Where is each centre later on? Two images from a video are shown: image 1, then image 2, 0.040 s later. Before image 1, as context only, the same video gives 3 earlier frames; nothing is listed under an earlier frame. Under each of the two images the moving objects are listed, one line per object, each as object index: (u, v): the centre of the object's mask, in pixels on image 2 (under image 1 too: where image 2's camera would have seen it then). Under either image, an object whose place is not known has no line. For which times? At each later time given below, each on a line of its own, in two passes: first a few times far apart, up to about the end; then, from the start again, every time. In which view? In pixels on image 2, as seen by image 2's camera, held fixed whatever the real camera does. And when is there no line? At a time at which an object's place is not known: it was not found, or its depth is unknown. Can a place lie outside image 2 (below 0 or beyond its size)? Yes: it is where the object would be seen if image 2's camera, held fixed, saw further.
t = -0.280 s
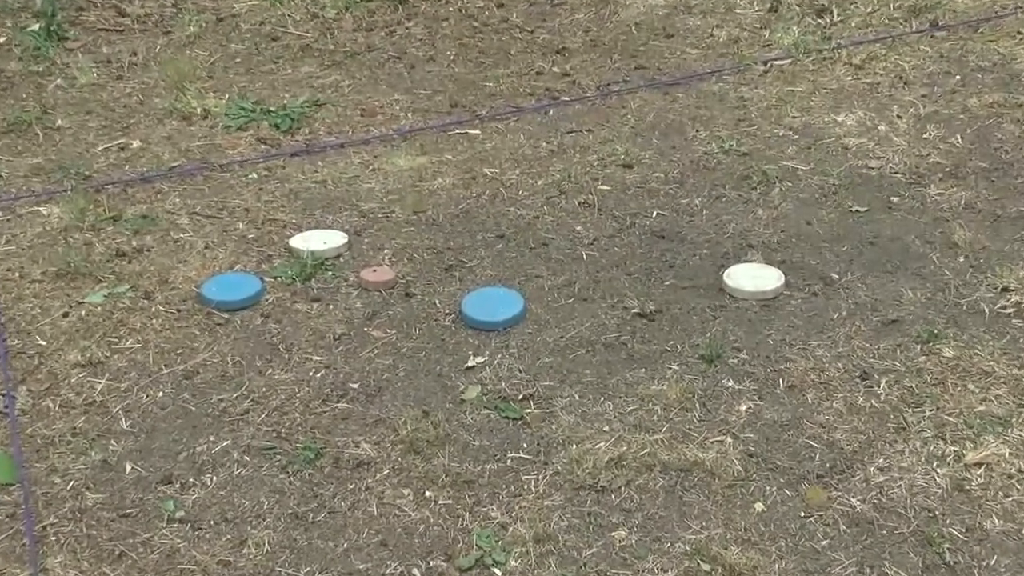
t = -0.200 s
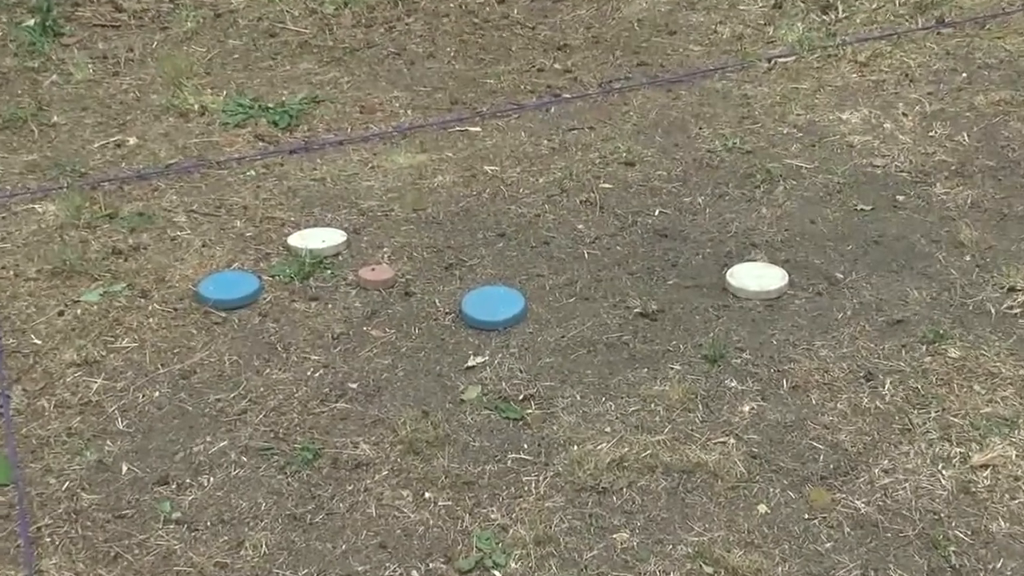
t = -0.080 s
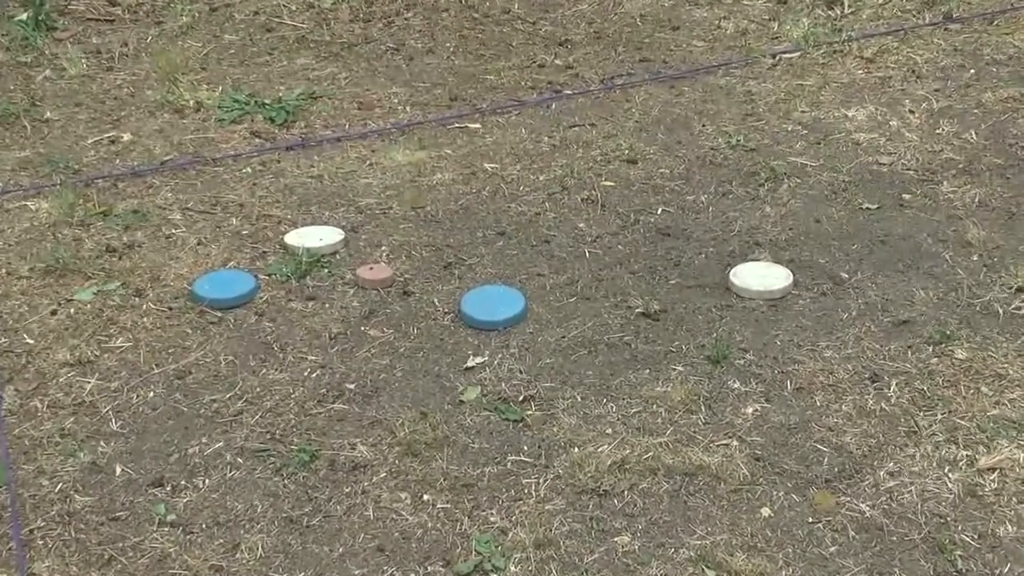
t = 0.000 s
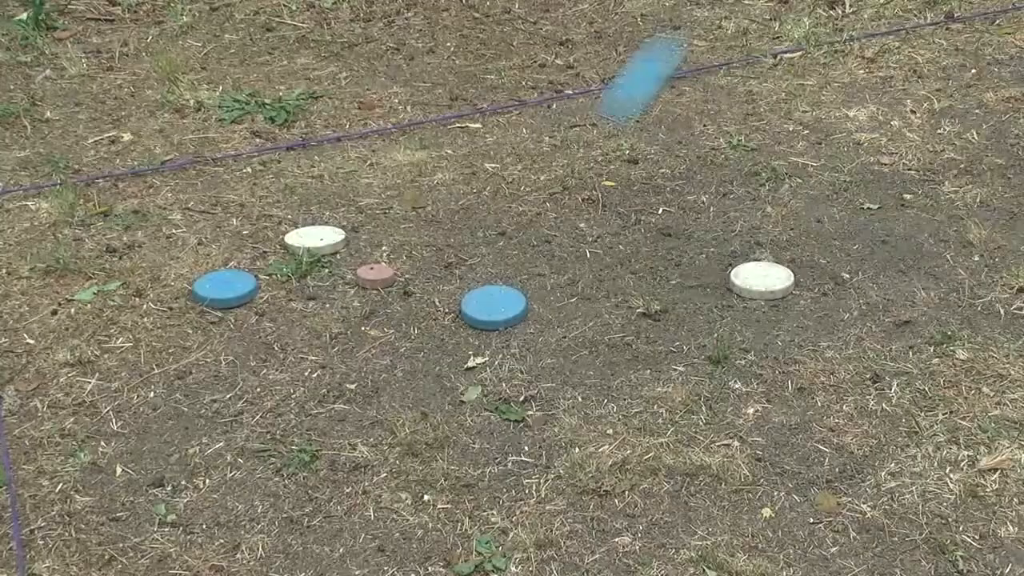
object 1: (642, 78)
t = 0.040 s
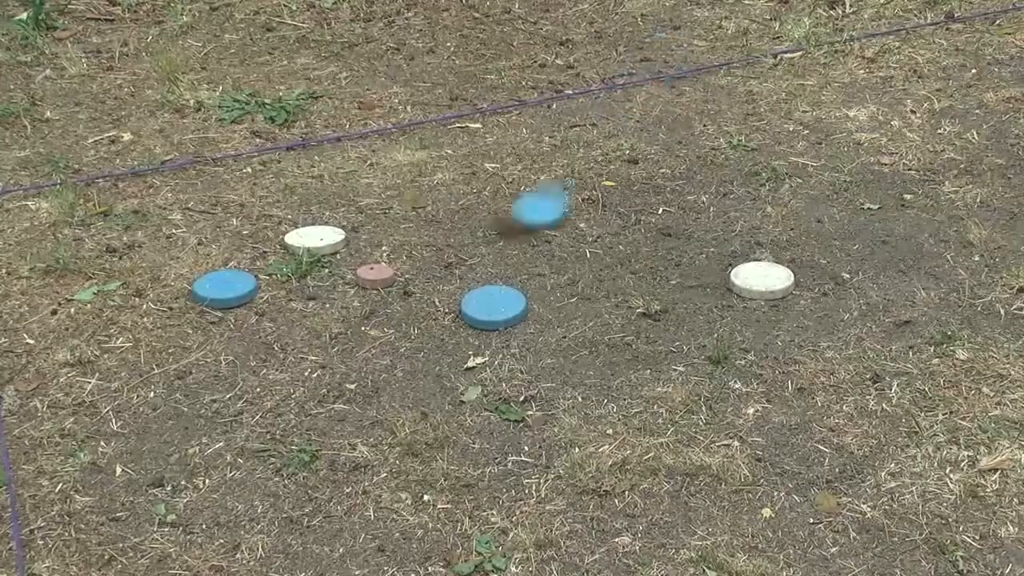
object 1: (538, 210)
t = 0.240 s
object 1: (436, 200)
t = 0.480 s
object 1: (396, 219)
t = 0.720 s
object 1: (388, 231)
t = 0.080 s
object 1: (514, 205)
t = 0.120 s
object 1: (486, 202)
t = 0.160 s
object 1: (463, 202)
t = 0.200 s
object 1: (450, 198)
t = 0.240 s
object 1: (436, 200)
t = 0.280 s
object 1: (425, 204)
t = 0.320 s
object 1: (414, 209)
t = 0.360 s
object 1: (405, 217)
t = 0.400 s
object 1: (399, 217)
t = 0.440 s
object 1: (397, 217)
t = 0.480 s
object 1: (396, 219)
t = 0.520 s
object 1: (394, 224)
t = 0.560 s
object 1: (390, 226)
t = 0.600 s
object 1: (389, 226)
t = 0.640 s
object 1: (388, 230)
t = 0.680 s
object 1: (388, 230)
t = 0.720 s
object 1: (388, 231)
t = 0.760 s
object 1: (389, 231)
